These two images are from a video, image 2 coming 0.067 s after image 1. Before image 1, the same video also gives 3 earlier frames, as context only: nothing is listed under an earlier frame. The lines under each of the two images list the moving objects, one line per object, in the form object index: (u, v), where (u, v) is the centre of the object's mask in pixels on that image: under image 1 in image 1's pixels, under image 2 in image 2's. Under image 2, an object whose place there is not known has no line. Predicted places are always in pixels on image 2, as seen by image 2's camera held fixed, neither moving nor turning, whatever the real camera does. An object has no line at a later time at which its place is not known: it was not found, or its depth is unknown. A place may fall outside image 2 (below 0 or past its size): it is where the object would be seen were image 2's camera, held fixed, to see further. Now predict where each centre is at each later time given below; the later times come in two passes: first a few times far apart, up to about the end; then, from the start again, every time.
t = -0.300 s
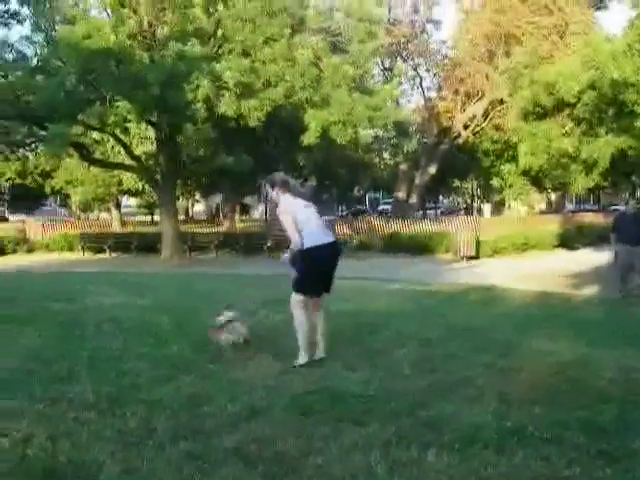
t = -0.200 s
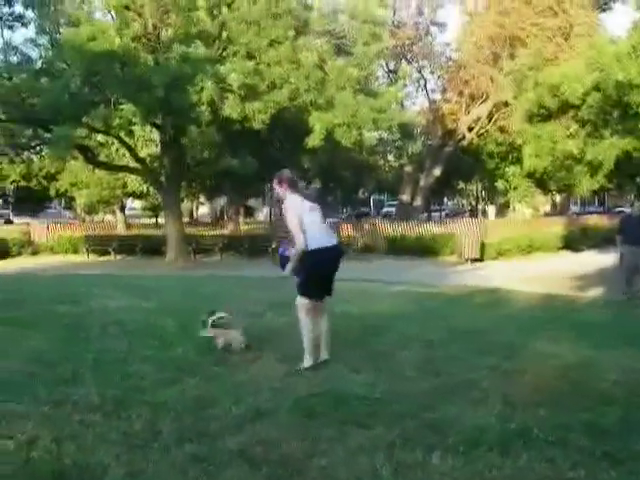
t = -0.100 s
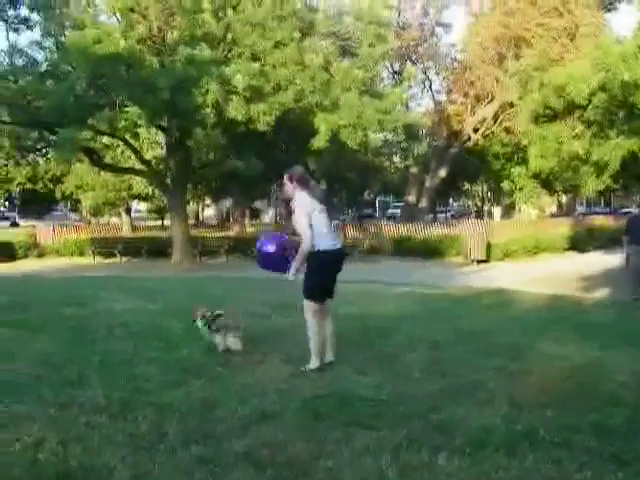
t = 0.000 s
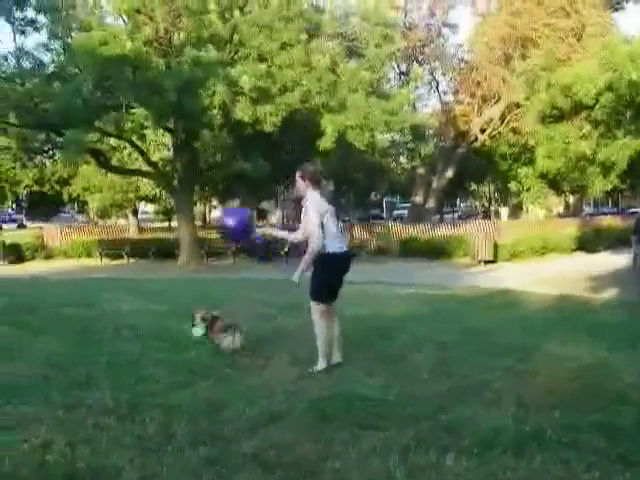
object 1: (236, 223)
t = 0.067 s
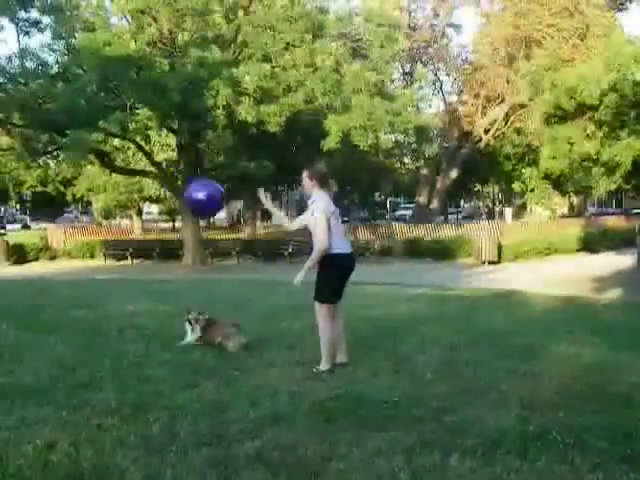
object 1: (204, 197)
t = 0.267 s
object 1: (112, 145)
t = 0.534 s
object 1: (4, 133)
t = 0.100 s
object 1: (188, 187)
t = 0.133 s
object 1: (172, 176)
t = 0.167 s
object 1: (158, 168)
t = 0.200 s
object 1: (141, 160)
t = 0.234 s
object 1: (126, 152)
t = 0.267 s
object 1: (112, 145)
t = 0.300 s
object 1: (99, 139)
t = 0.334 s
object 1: (86, 135)
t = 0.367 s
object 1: (71, 131)
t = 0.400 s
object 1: (57, 129)
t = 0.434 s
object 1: (42, 129)
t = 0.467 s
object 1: (29, 130)
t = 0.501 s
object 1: (17, 131)
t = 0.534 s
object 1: (4, 133)
